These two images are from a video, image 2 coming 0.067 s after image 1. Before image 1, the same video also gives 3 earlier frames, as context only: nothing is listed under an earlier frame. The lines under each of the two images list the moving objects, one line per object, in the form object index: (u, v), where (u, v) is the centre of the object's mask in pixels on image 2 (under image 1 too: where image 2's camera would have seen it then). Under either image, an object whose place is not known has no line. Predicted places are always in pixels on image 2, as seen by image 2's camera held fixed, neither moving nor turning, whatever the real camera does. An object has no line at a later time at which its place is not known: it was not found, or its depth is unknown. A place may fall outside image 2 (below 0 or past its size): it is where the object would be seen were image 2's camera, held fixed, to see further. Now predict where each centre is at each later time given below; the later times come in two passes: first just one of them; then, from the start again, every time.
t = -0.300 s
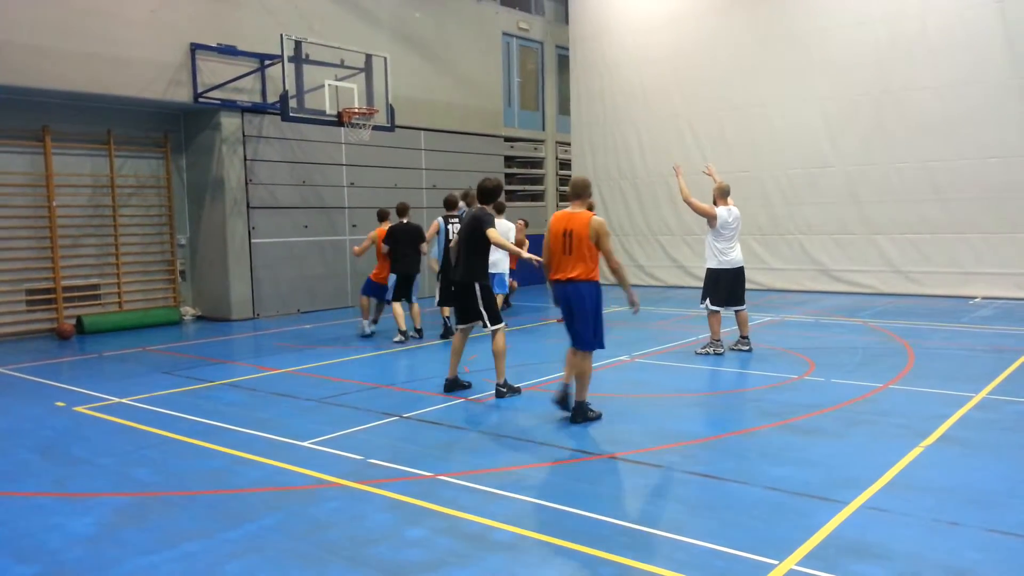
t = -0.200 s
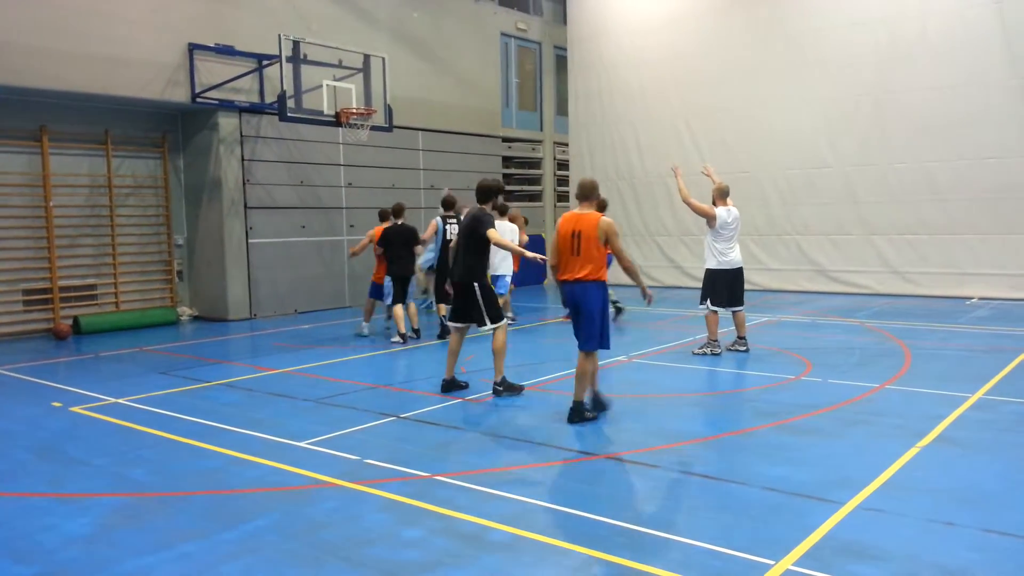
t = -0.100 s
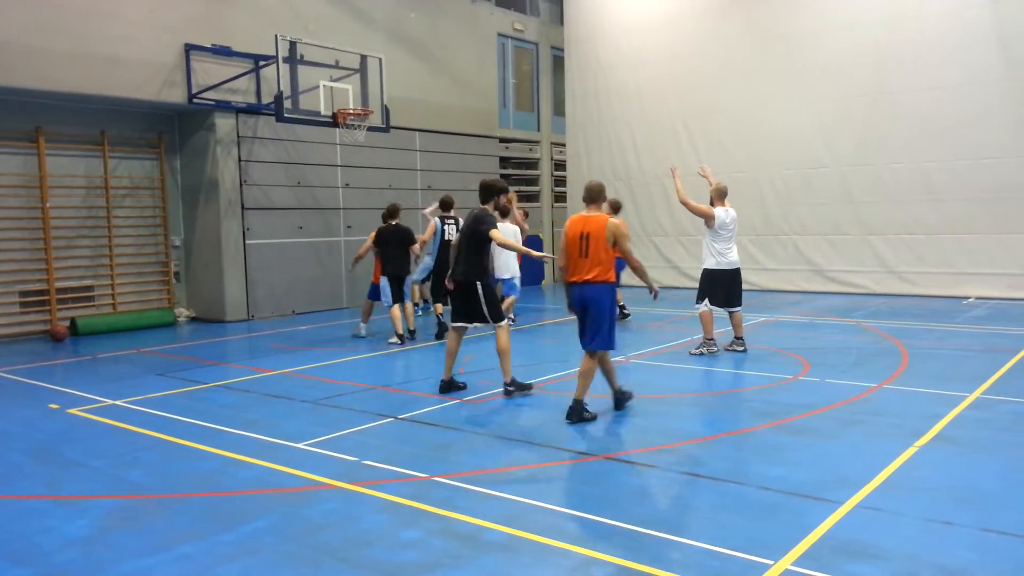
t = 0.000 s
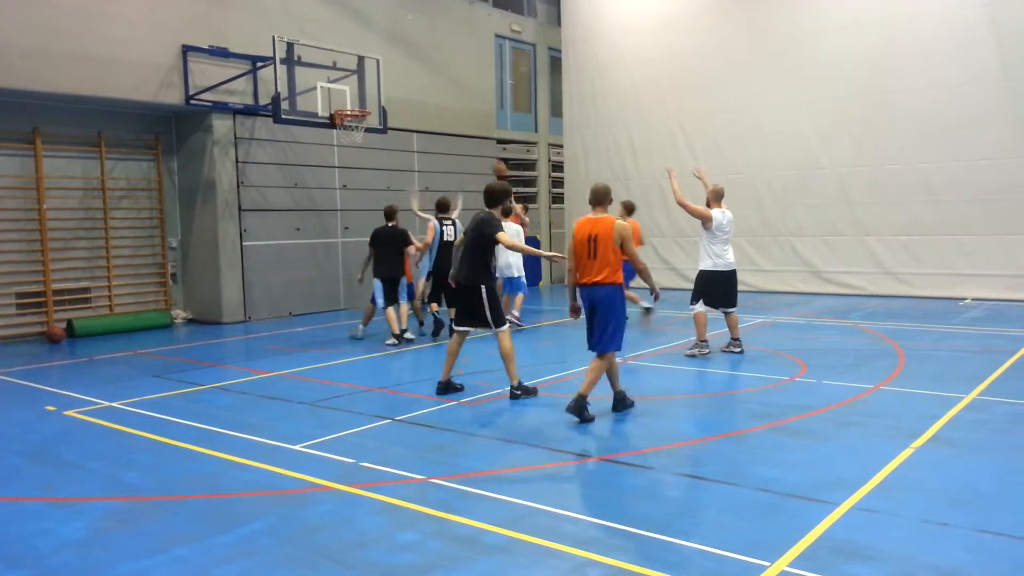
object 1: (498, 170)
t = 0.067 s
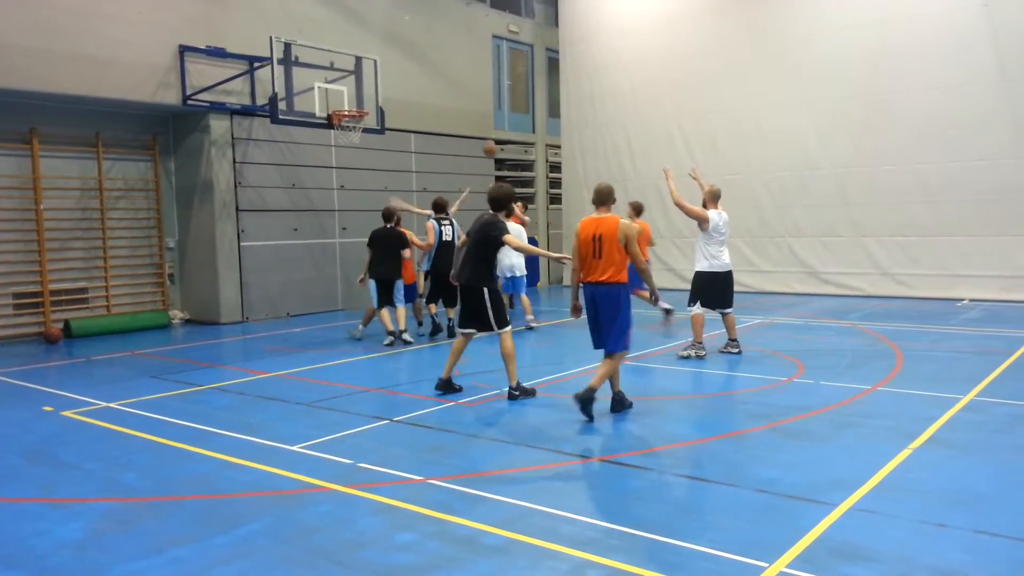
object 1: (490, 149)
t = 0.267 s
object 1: (468, 101)
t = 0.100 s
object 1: (487, 141)
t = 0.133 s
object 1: (482, 131)
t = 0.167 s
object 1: (478, 124)
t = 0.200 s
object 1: (475, 115)
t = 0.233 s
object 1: (471, 108)
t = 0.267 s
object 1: (468, 101)
